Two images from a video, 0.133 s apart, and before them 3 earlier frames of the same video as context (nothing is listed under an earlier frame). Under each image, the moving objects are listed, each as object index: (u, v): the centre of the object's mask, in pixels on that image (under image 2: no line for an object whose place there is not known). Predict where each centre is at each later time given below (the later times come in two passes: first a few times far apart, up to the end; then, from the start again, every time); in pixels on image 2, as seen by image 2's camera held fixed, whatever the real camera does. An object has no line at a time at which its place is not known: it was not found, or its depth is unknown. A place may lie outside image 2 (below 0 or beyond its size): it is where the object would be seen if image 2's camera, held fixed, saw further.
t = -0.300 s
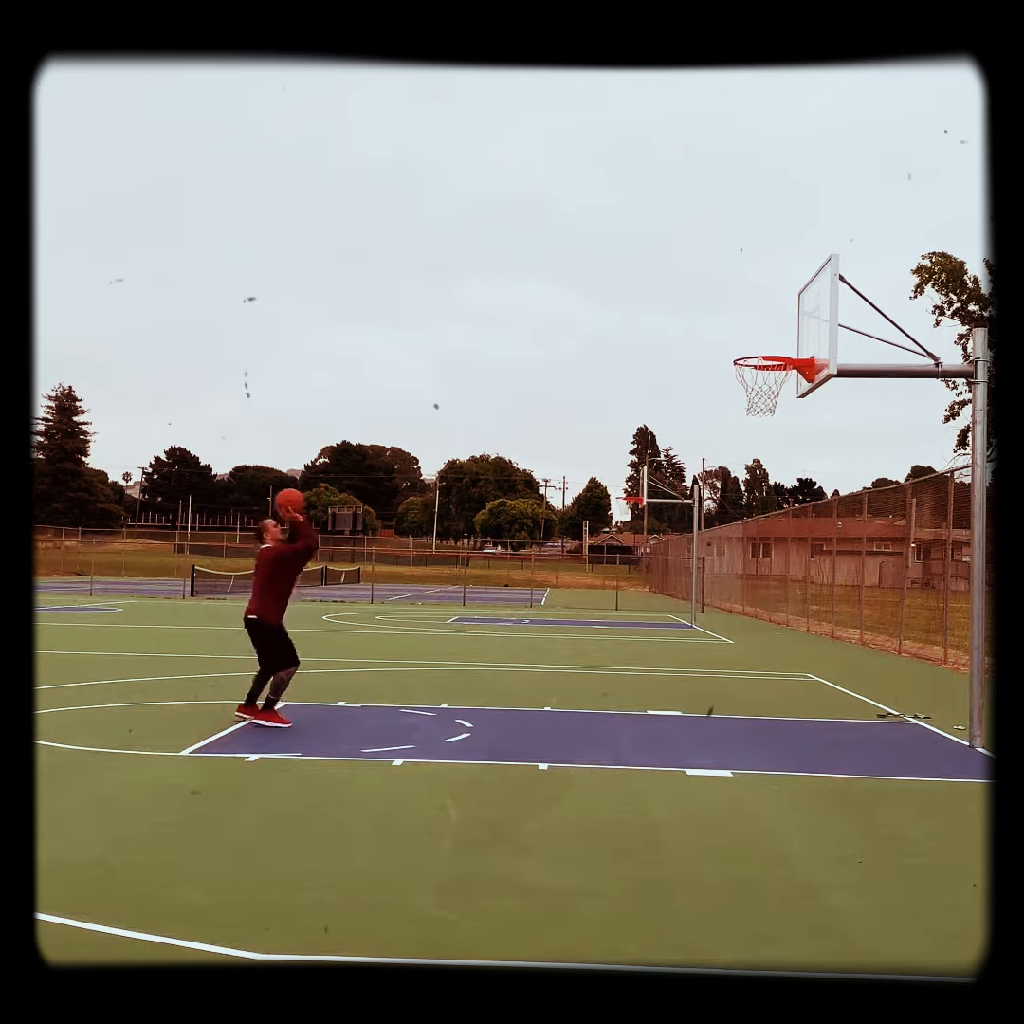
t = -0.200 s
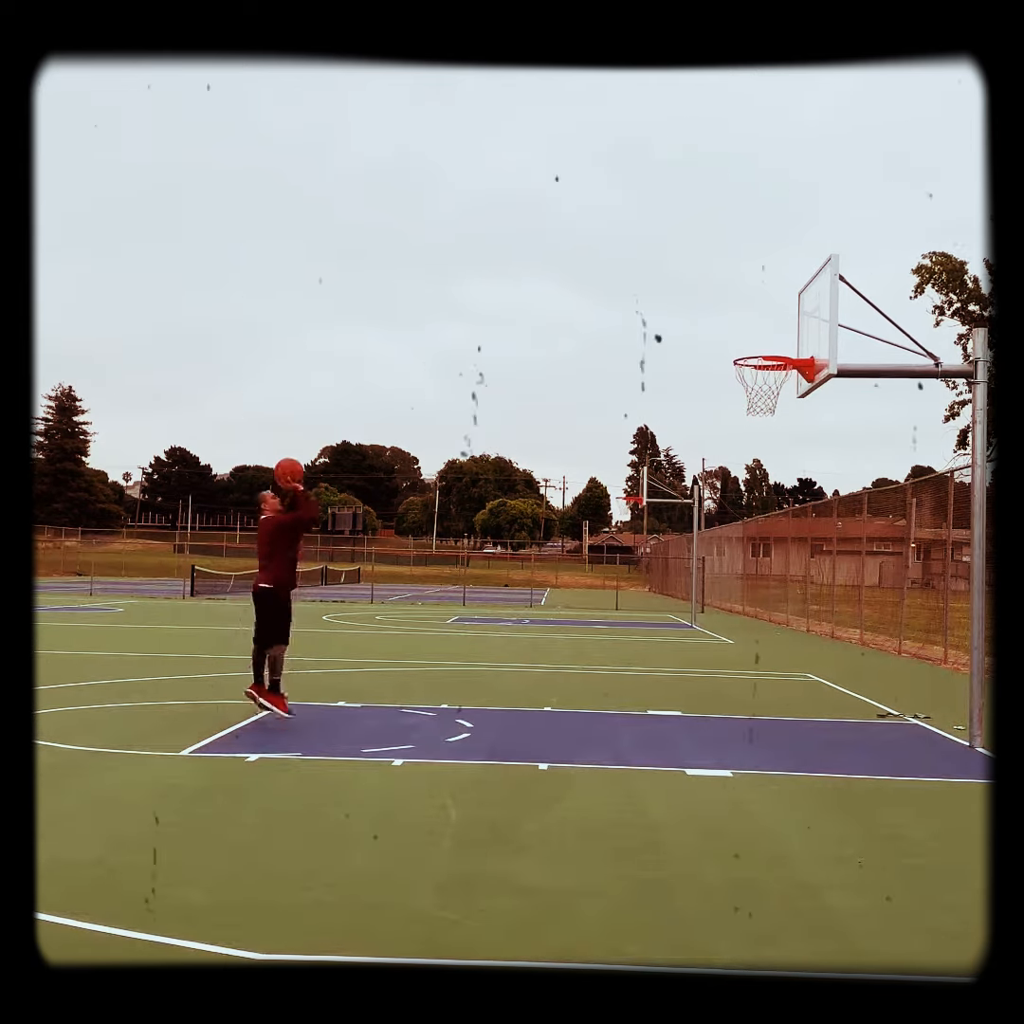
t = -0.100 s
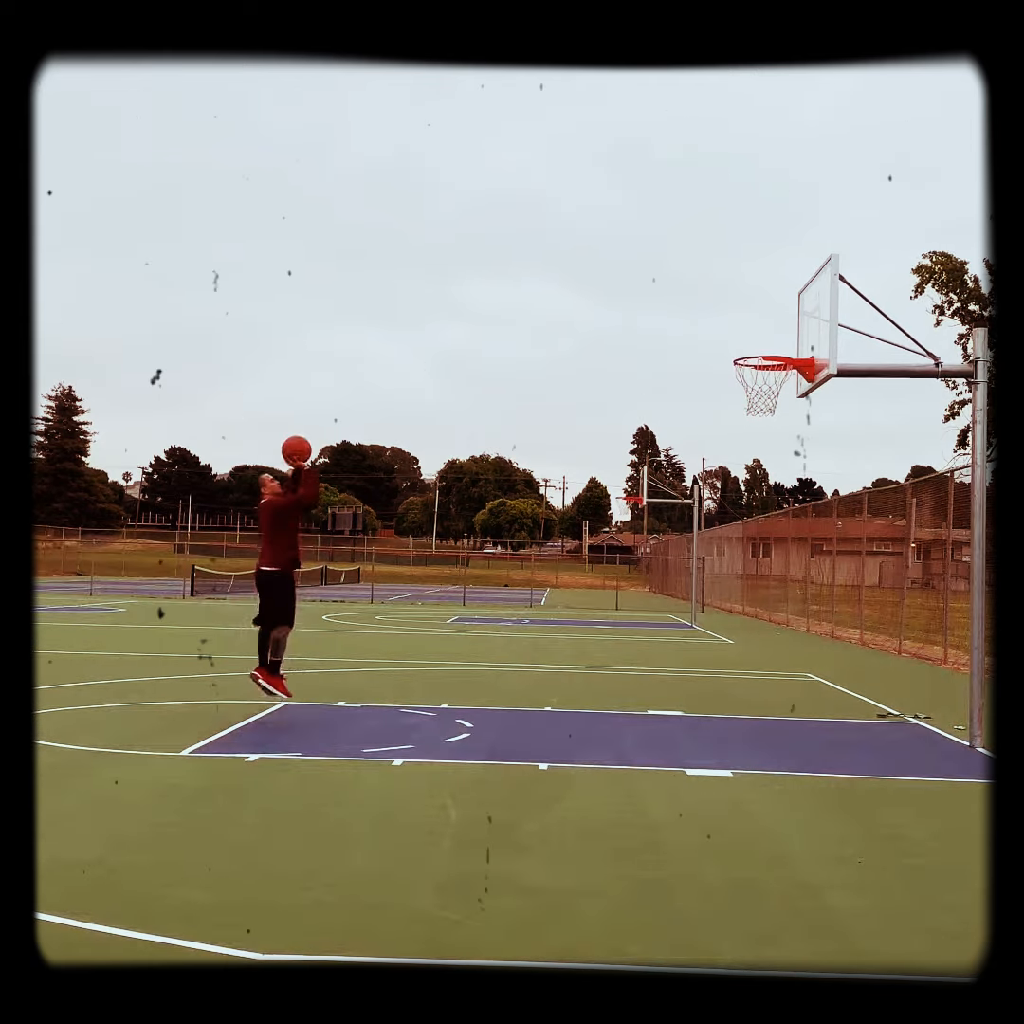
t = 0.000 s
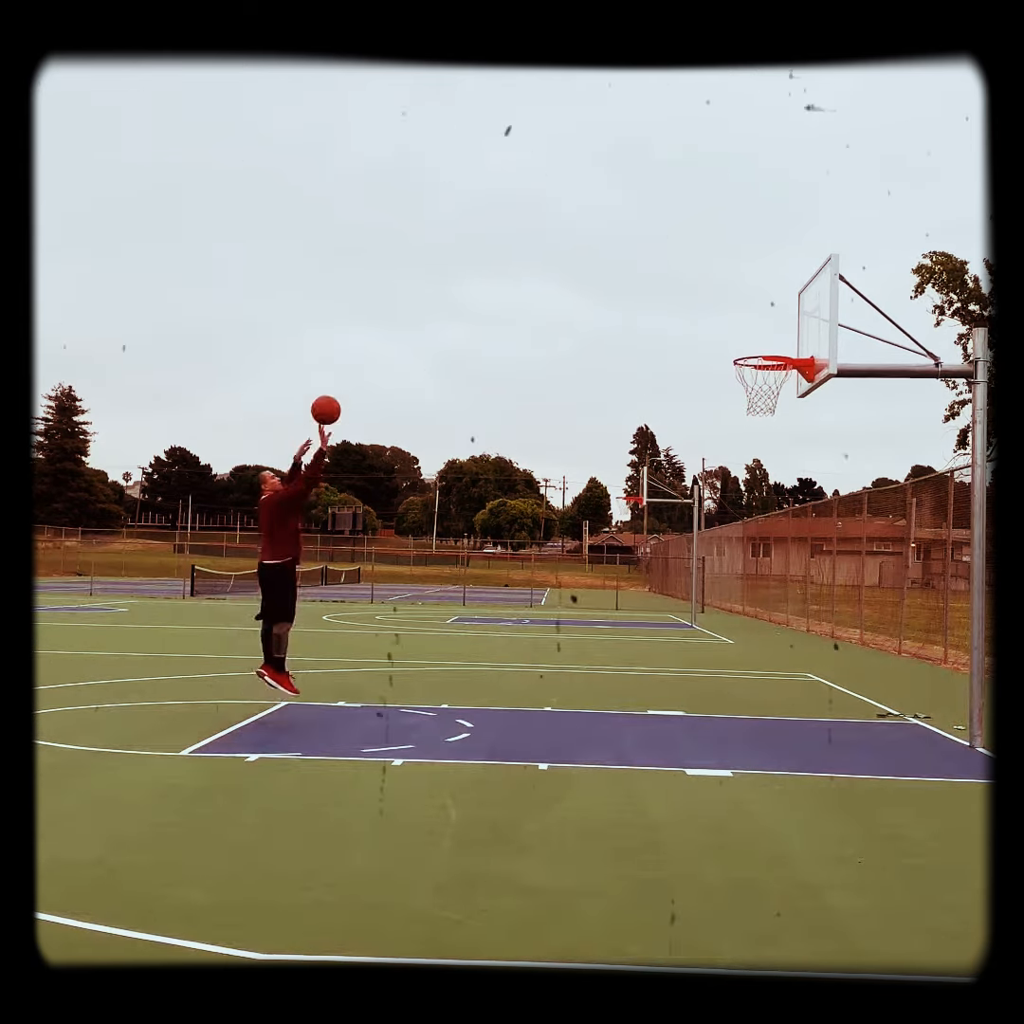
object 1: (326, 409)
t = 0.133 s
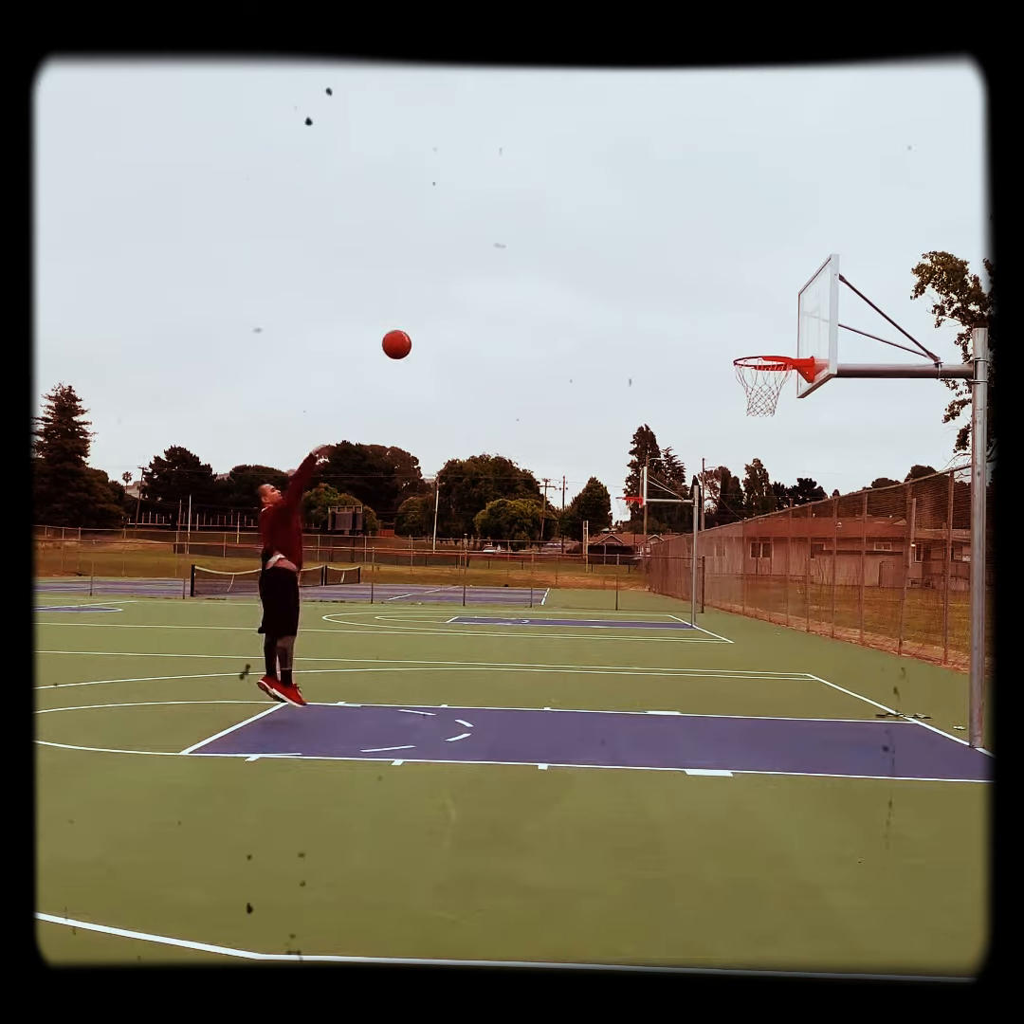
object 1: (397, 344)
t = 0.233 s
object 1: (448, 309)
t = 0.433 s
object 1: (550, 275)
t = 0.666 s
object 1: (664, 293)
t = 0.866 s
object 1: (761, 358)
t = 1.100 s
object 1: (787, 413)
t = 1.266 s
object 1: (784, 472)
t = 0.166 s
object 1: (414, 331)
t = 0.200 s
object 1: (431, 319)
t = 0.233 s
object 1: (448, 309)
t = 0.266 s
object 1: (465, 300)
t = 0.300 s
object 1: (482, 293)
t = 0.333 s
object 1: (499, 287)
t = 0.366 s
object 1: (516, 281)
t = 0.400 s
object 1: (533, 278)
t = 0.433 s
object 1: (550, 275)
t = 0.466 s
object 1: (566, 274)
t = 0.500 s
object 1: (583, 274)
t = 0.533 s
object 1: (599, 276)
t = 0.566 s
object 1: (616, 278)
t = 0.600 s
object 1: (632, 282)
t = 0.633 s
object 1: (648, 287)
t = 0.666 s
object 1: (664, 293)
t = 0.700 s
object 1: (681, 301)
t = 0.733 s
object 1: (697, 310)
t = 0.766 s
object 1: (713, 320)
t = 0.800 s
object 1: (729, 331)
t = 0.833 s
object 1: (745, 344)
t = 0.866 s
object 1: (761, 358)
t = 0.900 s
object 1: (776, 375)
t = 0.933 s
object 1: (785, 385)
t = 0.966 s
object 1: (788, 388)
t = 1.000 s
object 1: (788, 393)
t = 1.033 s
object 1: (788, 398)
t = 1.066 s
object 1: (788, 405)
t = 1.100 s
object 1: (787, 413)
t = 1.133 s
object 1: (787, 422)
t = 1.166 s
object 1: (786, 433)
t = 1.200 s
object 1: (785, 445)
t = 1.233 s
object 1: (785, 459)
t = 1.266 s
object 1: (784, 472)
